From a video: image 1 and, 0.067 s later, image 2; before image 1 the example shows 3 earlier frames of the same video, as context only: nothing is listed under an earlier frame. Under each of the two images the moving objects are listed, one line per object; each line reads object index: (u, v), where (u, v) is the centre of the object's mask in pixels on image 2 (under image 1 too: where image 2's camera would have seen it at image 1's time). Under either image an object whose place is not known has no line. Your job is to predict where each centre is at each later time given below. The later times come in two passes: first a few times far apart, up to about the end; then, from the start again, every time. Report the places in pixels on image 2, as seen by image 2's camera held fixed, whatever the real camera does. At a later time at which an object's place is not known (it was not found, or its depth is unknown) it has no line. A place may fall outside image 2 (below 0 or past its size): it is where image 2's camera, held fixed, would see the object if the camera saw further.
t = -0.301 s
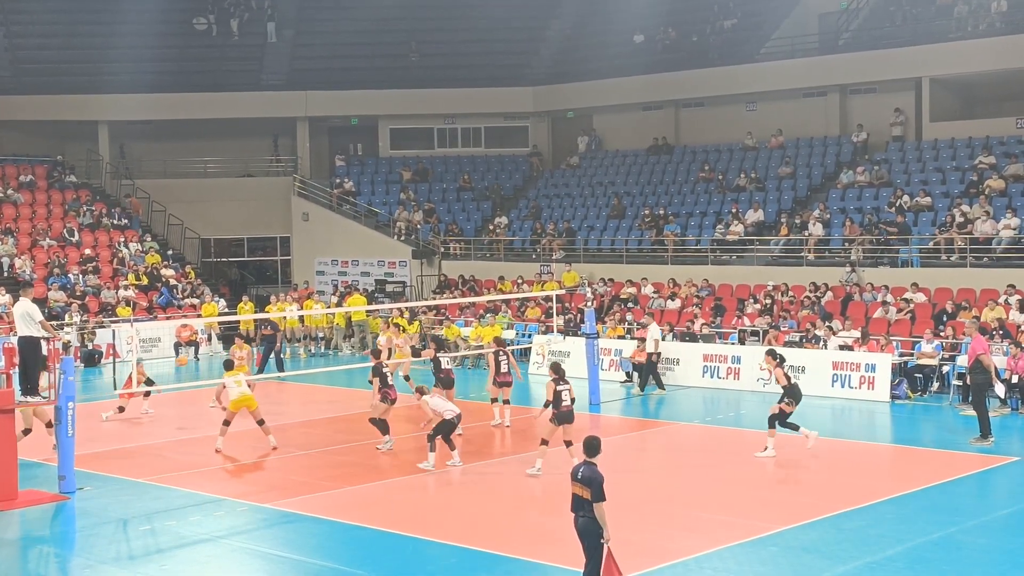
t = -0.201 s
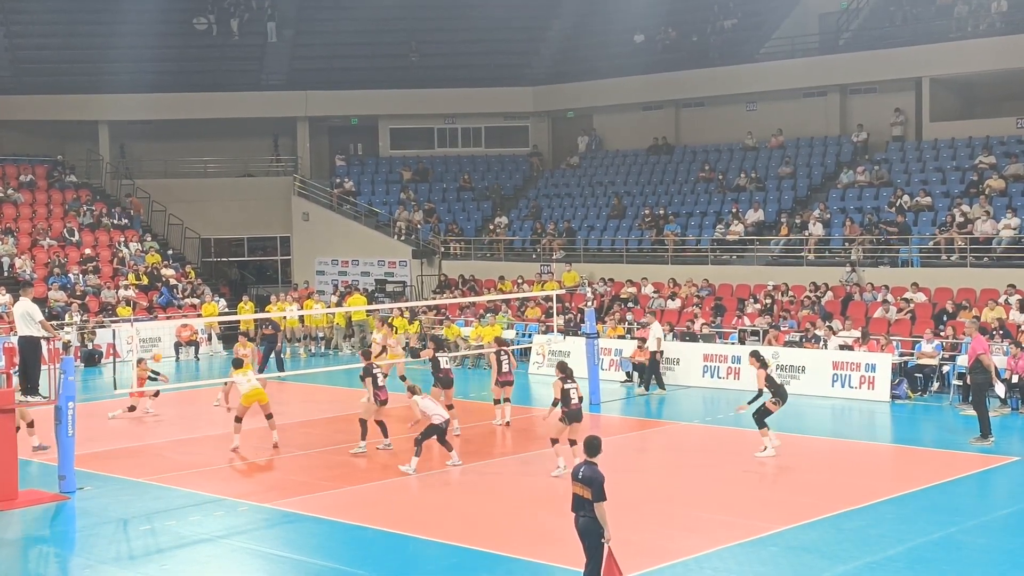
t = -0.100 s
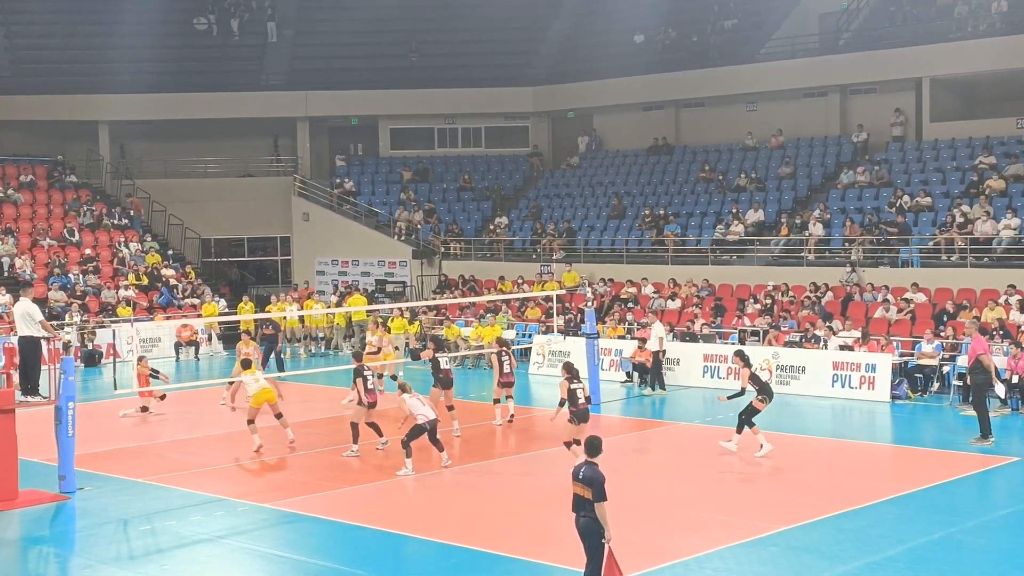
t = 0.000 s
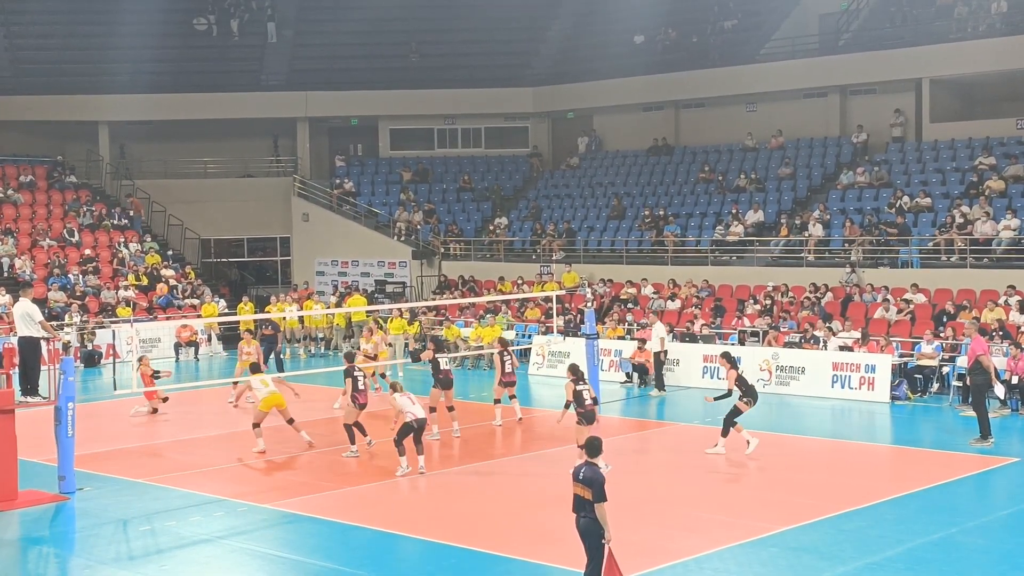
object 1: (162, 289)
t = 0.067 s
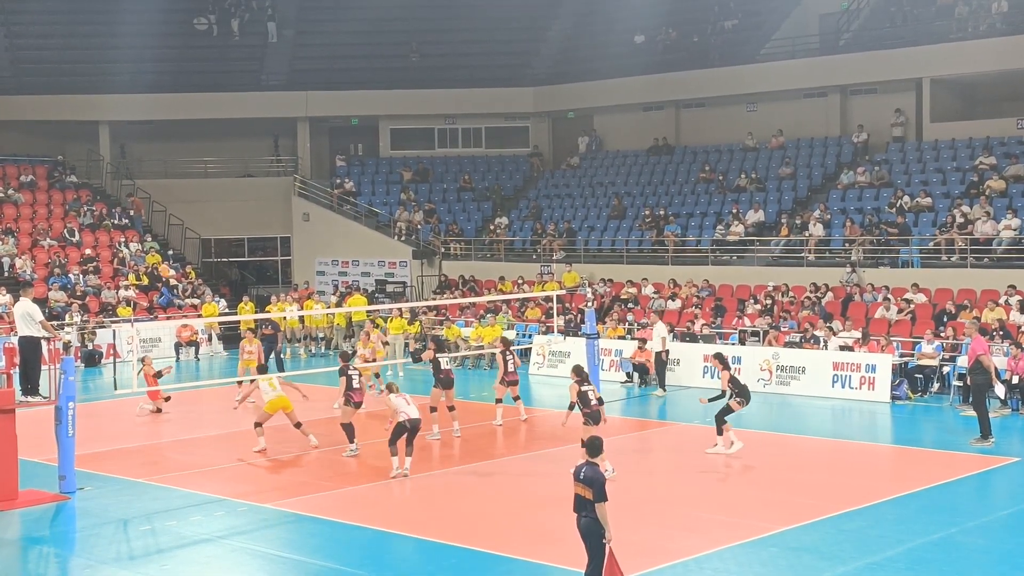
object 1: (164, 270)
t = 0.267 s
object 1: (169, 228)
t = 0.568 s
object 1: (178, 202)
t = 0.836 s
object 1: (186, 219)
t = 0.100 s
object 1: (166, 262)
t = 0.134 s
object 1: (166, 254)
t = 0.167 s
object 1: (167, 247)
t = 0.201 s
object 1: (168, 240)
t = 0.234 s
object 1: (168, 234)
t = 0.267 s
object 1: (169, 228)
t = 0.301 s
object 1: (170, 223)
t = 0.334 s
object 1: (171, 218)
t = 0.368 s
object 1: (172, 214)
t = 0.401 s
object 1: (173, 211)
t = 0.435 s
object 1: (174, 208)
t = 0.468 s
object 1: (175, 206)
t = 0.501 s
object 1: (176, 204)
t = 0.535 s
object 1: (176, 203)
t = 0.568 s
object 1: (178, 202)
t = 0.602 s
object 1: (179, 203)
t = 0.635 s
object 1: (180, 203)
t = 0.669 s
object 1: (181, 204)
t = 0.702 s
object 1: (182, 206)
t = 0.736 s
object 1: (183, 208)
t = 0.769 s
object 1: (184, 211)
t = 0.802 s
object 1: (185, 215)
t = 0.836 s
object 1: (186, 219)
